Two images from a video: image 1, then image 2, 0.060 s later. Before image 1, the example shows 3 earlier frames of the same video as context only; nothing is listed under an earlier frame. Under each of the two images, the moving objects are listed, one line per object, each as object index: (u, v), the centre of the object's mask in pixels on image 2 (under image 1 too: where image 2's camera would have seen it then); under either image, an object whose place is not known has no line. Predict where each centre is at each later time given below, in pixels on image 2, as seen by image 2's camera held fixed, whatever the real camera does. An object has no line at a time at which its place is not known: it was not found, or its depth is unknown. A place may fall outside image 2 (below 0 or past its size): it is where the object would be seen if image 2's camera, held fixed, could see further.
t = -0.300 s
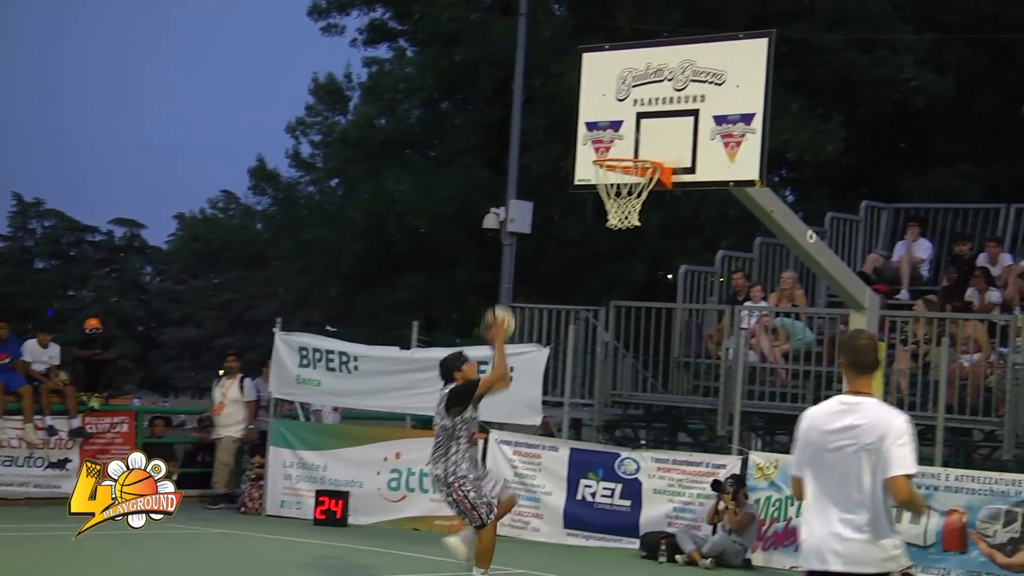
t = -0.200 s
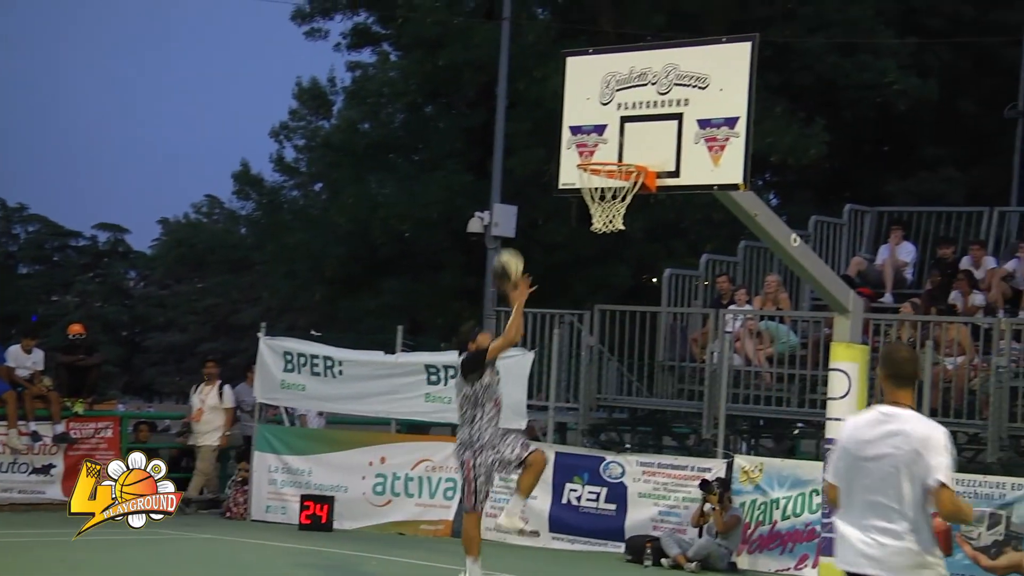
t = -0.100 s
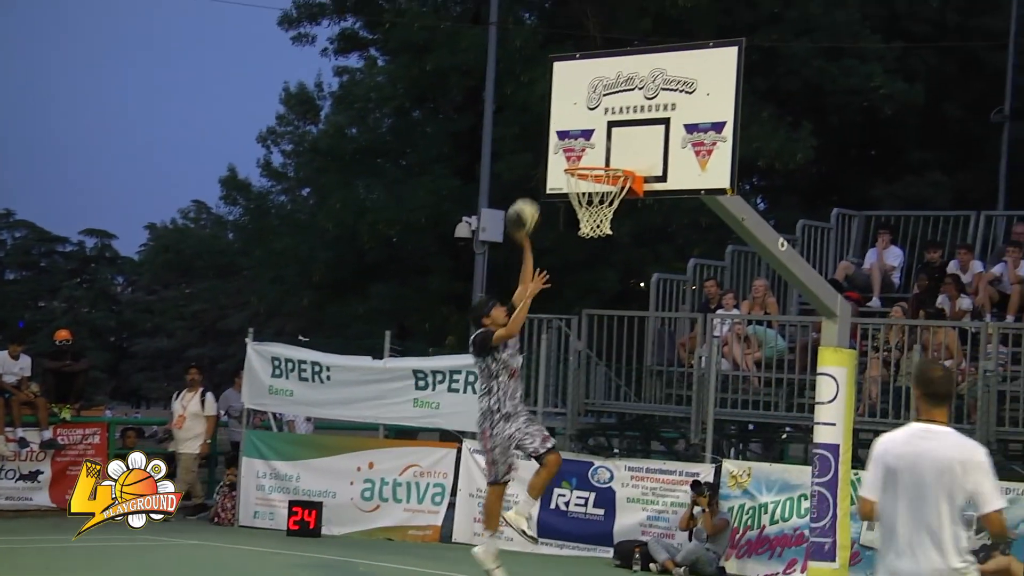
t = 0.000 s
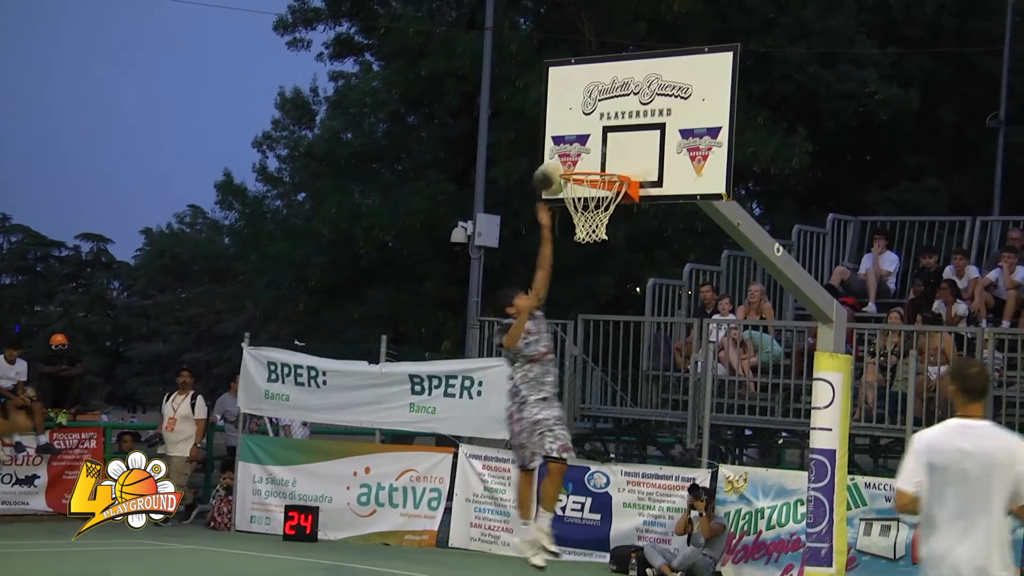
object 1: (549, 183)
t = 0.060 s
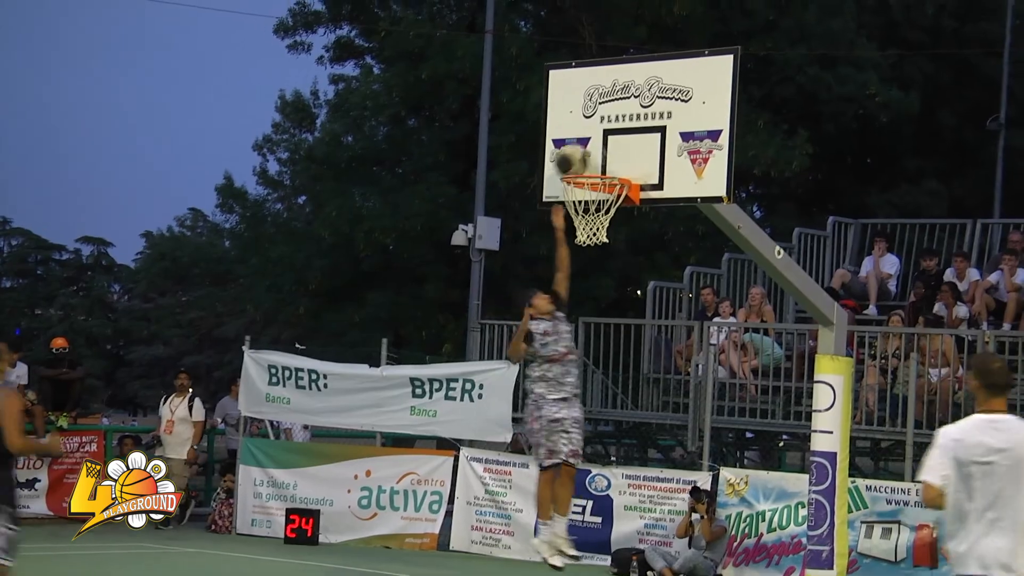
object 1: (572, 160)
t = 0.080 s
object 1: (578, 156)
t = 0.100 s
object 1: (580, 152)
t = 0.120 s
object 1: (579, 149)
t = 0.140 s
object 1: (579, 146)
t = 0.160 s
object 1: (579, 144)
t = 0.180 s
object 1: (579, 142)
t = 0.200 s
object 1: (579, 141)
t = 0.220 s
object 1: (579, 140)
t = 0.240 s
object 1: (578, 140)
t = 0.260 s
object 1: (578, 140)
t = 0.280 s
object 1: (578, 141)
